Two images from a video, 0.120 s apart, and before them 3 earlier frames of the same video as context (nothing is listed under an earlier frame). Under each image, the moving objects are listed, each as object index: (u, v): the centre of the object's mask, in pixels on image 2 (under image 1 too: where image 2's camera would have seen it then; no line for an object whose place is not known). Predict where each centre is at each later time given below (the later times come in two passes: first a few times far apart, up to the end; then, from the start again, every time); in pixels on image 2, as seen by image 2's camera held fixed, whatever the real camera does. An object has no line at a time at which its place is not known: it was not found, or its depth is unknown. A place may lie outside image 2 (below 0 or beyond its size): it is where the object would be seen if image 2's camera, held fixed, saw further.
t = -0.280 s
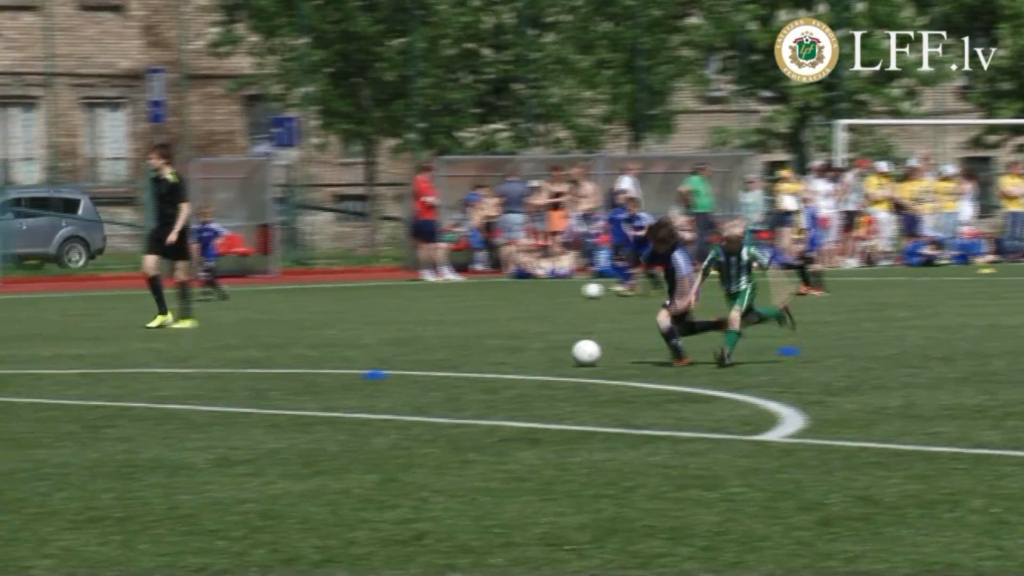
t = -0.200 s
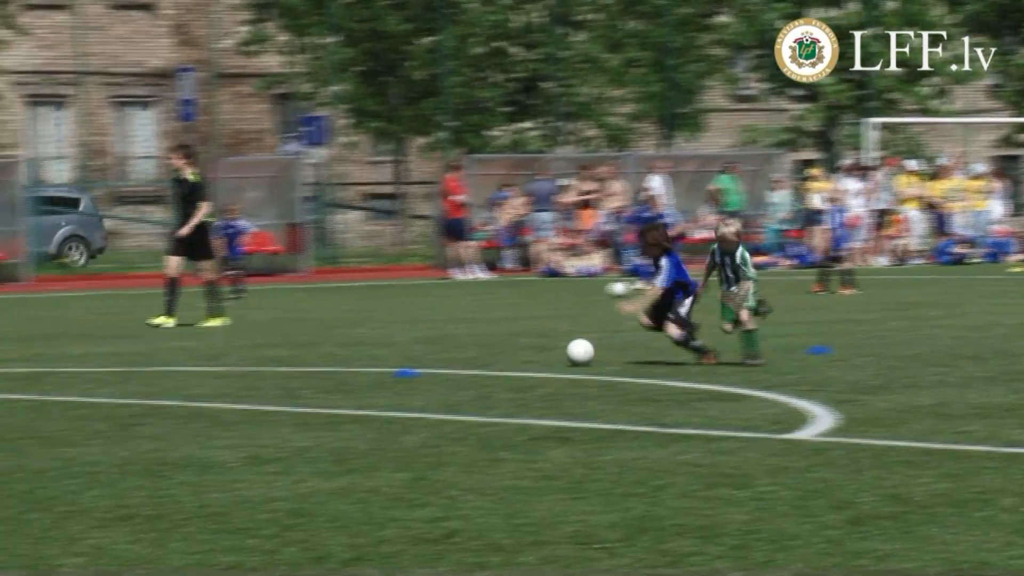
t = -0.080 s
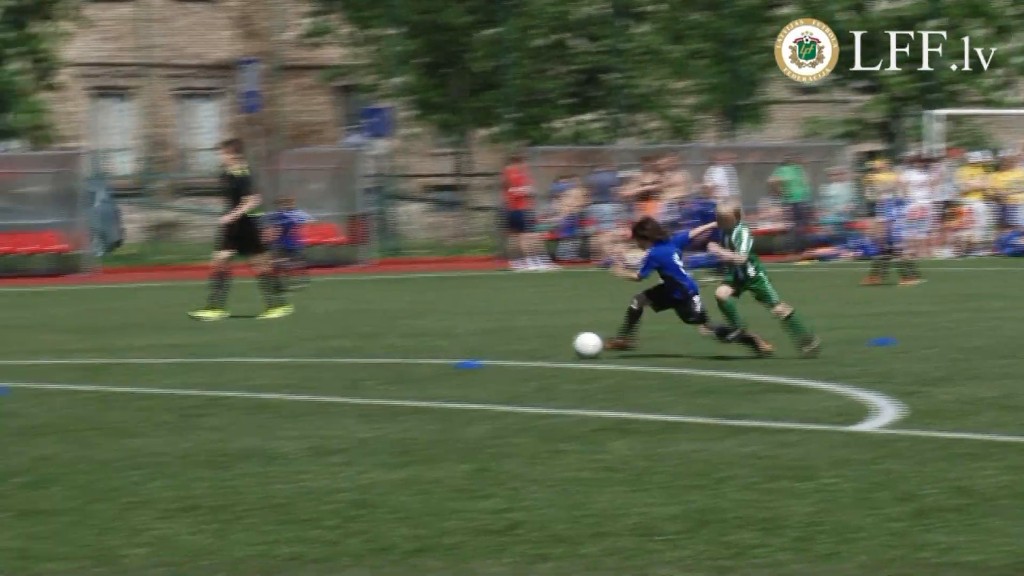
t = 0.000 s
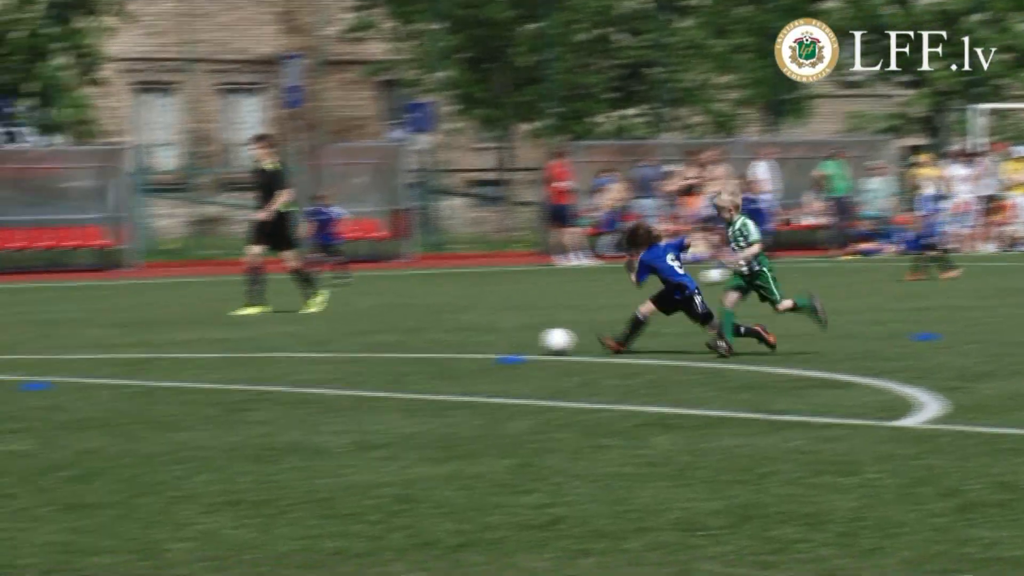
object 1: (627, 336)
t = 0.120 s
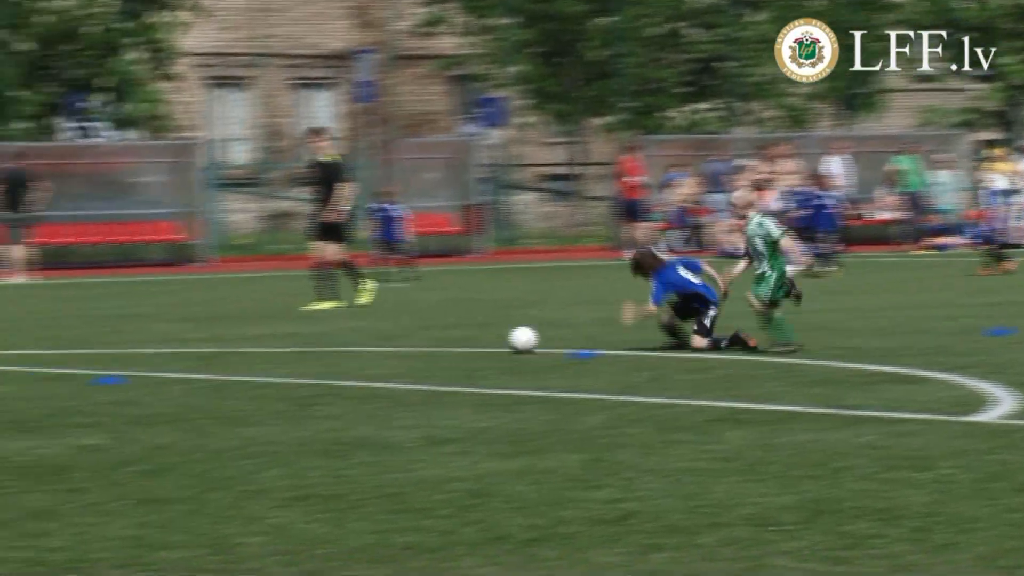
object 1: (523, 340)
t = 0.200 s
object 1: (460, 339)
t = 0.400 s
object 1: (311, 344)
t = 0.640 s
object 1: (138, 351)
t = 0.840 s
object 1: (-10, 355)
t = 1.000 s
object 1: (-130, 363)
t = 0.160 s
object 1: (491, 339)
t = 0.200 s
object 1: (460, 339)
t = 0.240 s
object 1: (429, 341)
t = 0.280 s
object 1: (398, 342)
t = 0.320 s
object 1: (369, 341)
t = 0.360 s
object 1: (340, 341)
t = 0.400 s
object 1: (311, 344)
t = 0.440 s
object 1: (282, 346)
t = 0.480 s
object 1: (253, 346)
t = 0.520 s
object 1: (225, 348)
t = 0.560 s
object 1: (197, 349)
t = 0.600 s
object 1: (167, 350)
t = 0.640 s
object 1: (138, 351)
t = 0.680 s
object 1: (109, 351)
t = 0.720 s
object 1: (79, 354)
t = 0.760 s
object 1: (49, 354)
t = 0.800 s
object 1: (20, 354)
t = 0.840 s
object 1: (-10, 355)
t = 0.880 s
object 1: (-40, 357)
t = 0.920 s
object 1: (-70, 358)
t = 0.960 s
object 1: (-99, 360)
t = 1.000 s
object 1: (-130, 363)
